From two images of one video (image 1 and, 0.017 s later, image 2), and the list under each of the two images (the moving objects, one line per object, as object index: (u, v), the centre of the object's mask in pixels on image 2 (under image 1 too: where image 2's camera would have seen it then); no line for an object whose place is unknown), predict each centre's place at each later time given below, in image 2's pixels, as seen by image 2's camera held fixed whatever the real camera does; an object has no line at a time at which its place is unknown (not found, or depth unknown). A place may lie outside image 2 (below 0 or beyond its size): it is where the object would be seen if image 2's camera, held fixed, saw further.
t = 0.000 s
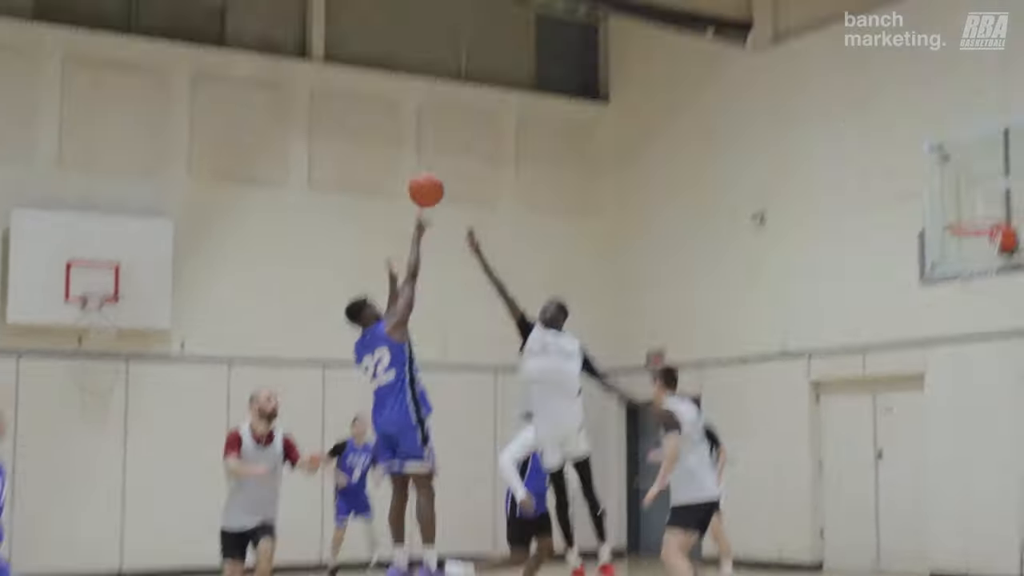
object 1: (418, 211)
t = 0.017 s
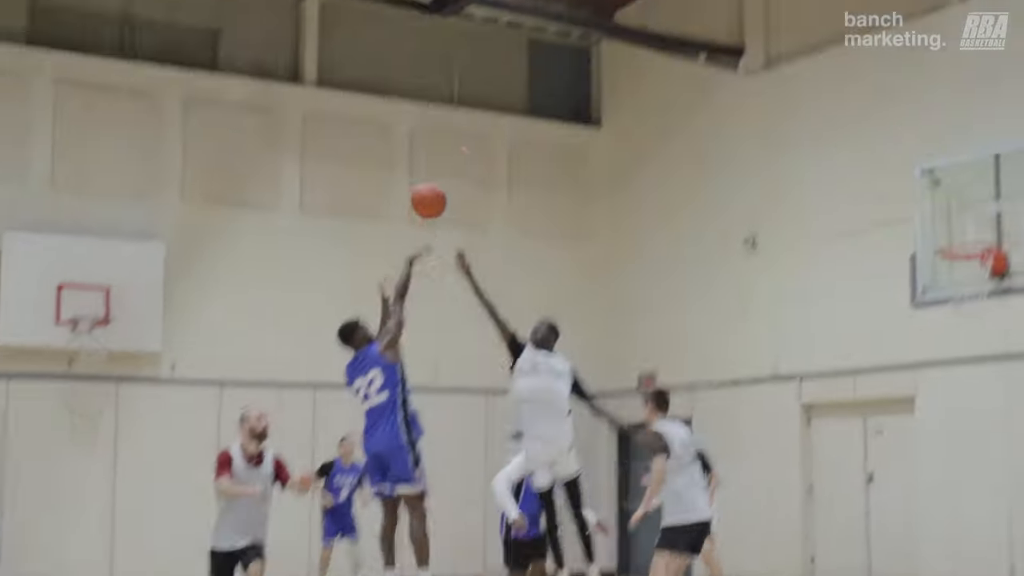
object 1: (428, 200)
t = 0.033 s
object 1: (438, 191)
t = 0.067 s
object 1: (458, 169)
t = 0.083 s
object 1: (468, 158)
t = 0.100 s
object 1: (477, 148)
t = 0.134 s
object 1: (497, 128)
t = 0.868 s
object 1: (852, 125)
